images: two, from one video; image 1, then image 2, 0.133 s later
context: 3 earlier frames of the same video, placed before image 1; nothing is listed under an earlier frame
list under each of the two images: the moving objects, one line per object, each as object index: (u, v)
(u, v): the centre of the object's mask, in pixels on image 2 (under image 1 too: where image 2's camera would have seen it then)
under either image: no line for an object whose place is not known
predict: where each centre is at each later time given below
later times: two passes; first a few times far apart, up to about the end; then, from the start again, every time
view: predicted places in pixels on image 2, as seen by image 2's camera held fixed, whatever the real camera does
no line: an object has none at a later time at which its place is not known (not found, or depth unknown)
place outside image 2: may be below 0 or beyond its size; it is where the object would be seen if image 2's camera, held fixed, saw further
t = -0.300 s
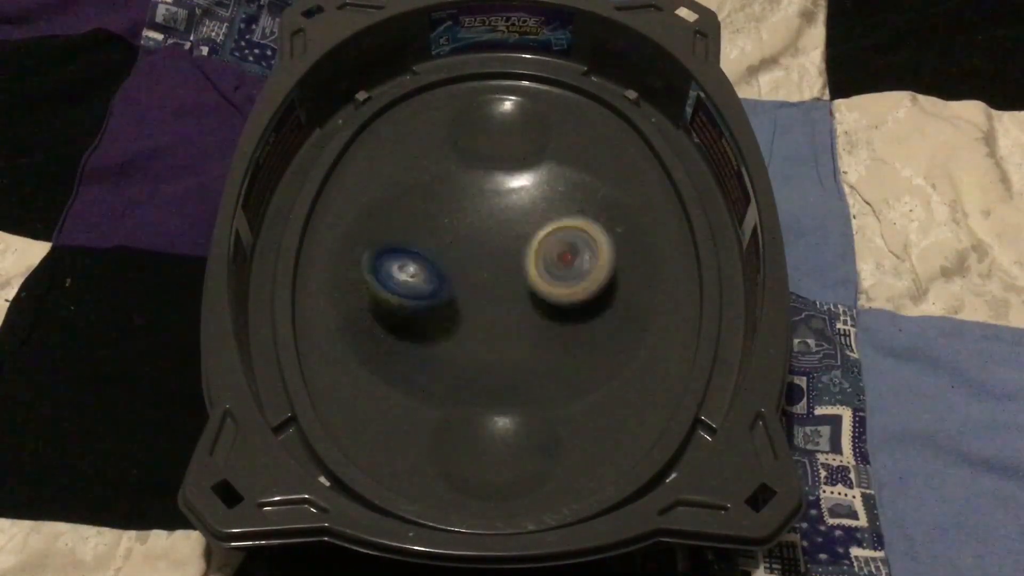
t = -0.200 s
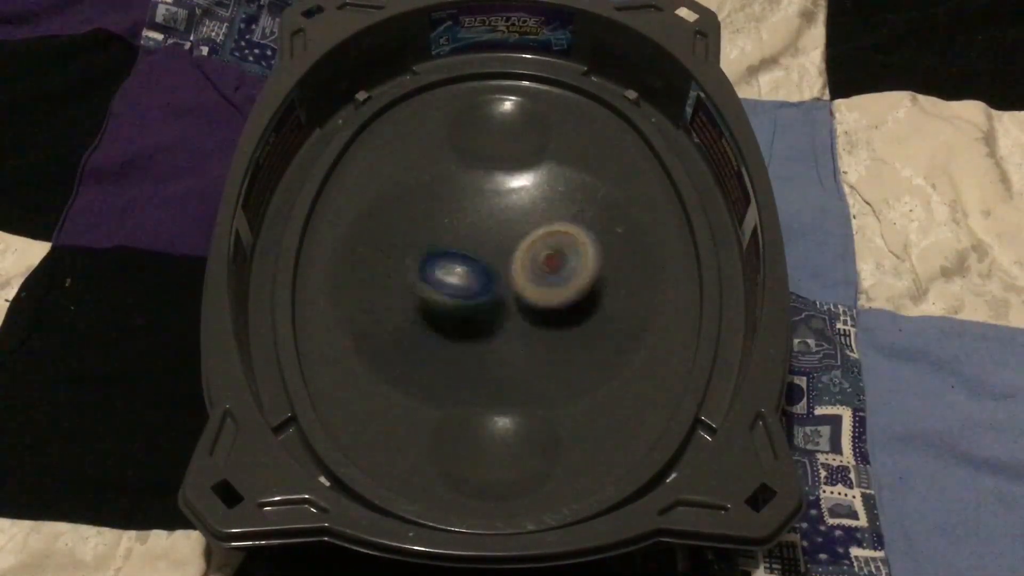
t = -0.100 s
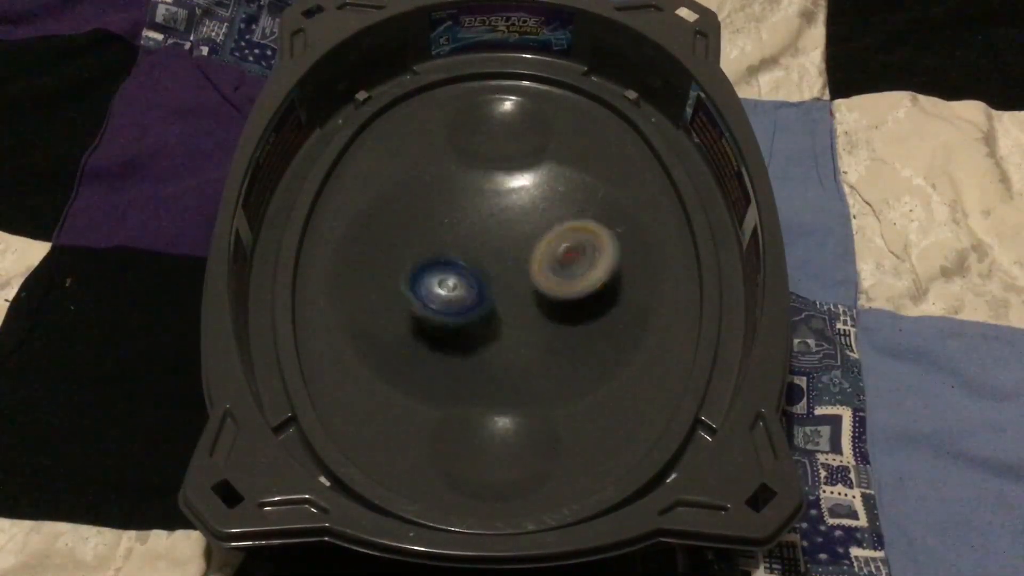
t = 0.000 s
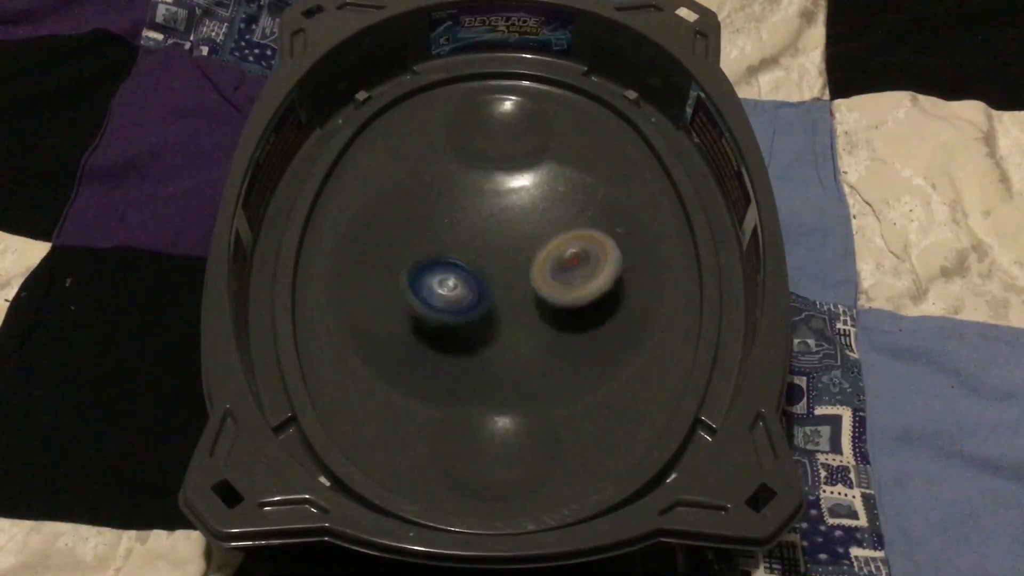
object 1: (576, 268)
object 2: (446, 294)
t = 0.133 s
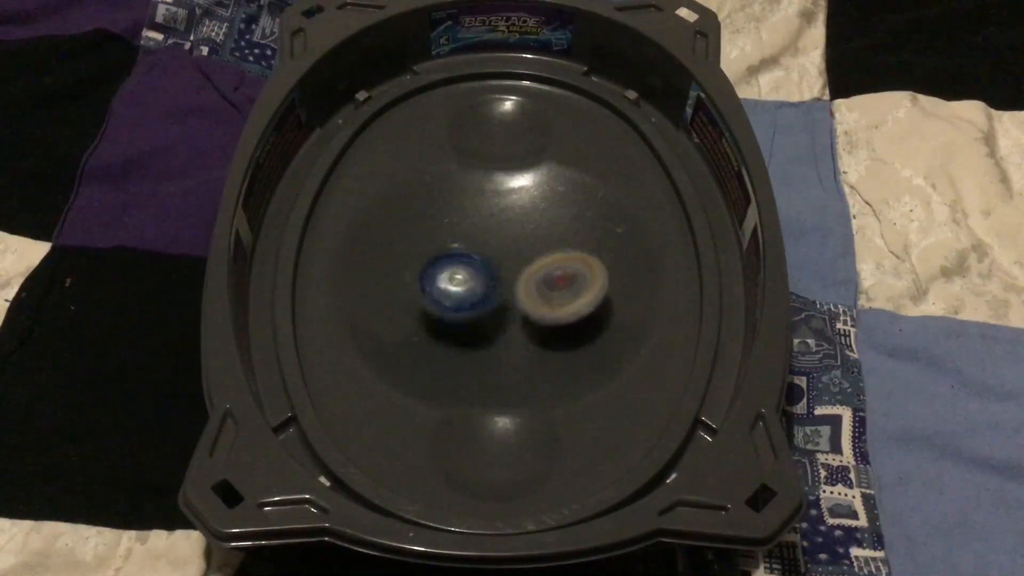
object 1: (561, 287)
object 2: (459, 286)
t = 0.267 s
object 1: (552, 299)
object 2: (432, 268)
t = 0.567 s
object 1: (465, 311)
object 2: (481, 225)
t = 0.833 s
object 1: (453, 292)
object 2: (549, 238)
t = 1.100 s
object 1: (445, 219)
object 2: (522, 291)
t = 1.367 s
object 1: (444, 203)
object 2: (466, 296)
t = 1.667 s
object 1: (509, 233)
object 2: (476, 301)
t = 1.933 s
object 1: (583, 219)
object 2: (481, 302)
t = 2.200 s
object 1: (546, 235)
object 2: (459, 288)
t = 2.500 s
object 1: (512, 289)
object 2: (401, 258)
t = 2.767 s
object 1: (504, 297)
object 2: (466, 226)
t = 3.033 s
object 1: (486, 278)
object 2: (550, 210)
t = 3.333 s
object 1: (460, 250)
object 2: (553, 257)
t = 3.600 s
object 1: (443, 245)
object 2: (525, 297)
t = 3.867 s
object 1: (473, 231)
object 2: (517, 320)
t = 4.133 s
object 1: (524, 213)
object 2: (498, 296)
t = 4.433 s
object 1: (527, 221)
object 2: (458, 275)
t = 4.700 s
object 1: (524, 266)
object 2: (430, 265)
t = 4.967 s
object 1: (535, 284)
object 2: (447, 258)
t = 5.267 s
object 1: (513, 273)
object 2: (442, 221)
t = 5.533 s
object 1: (486, 276)
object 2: (456, 199)
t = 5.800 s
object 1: (481, 287)
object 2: (508, 218)
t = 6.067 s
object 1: (480, 285)
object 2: (555, 228)
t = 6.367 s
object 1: (457, 256)
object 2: (566, 238)
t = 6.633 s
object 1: (447, 241)
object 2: (539, 258)
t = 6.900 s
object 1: (469, 237)
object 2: (541, 282)
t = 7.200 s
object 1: (493, 248)
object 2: (543, 328)
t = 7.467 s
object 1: (489, 239)
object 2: (495, 309)
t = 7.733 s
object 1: (494, 233)
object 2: (448, 287)
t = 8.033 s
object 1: (504, 236)
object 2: (440, 279)
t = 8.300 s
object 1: (534, 255)
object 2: (481, 291)
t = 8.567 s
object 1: (526, 247)
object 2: (477, 303)
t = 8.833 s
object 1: (524, 243)
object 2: (449, 278)
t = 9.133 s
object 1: (516, 269)
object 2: (444, 277)
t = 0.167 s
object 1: (563, 291)
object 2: (448, 283)
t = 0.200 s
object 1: (561, 295)
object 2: (441, 278)
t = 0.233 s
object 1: (557, 298)
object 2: (436, 273)
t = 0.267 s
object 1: (552, 299)
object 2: (432, 268)
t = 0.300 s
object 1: (545, 301)
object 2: (431, 263)
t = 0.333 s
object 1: (537, 302)
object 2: (431, 257)
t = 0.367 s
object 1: (528, 302)
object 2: (434, 252)
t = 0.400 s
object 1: (517, 303)
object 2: (439, 248)
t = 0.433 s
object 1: (506, 303)
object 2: (447, 243)
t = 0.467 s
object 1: (495, 304)
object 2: (454, 239)
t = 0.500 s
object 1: (484, 306)
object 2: (461, 234)
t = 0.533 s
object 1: (474, 309)
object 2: (471, 228)
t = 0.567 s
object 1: (465, 311)
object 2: (481, 225)
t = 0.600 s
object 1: (459, 311)
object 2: (491, 220)
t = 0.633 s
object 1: (454, 313)
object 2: (500, 218)
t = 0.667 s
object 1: (451, 312)
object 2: (510, 219)
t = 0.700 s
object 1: (450, 310)
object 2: (521, 220)
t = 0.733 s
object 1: (450, 307)
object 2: (530, 223)
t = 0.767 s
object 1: (450, 303)
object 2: (538, 228)
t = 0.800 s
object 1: (451, 298)
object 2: (544, 231)
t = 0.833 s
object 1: (453, 292)
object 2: (549, 238)
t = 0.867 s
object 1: (454, 284)
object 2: (552, 245)
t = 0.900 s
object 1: (456, 275)
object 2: (553, 254)
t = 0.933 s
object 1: (456, 266)
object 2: (552, 261)
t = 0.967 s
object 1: (456, 257)
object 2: (548, 270)
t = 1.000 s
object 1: (455, 247)
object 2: (543, 276)
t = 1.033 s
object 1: (453, 237)
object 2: (537, 282)
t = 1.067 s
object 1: (450, 227)
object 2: (529, 286)
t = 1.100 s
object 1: (445, 219)
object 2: (522, 291)
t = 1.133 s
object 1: (441, 212)
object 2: (512, 294)
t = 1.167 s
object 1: (438, 208)
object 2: (501, 296)
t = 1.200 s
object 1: (436, 205)
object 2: (489, 295)
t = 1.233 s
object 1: (436, 205)
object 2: (479, 292)
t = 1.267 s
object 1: (436, 207)
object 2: (471, 288)
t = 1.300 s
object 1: (439, 210)
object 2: (464, 286)
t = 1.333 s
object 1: (441, 206)
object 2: (464, 289)
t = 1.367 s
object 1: (444, 203)
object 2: (466, 296)
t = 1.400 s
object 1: (449, 202)
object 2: (466, 300)
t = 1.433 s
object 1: (454, 204)
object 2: (465, 304)
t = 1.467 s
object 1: (460, 205)
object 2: (465, 307)
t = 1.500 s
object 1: (466, 208)
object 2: (465, 308)
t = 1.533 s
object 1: (473, 212)
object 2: (465, 308)
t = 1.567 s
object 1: (481, 217)
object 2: (465, 307)
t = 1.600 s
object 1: (490, 222)
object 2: (469, 307)
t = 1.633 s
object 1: (499, 228)
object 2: (472, 303)
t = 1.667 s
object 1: (509, 233)
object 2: (476, 301)
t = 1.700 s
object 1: (521, 232)
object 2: (476, 304)
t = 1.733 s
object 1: (535, 230)
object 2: (475, 307)
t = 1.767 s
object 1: (547, 229)
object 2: (475, 309)
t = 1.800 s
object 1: (558, 227)
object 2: (474, 310)
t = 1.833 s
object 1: (568, 224)
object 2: (475, 309)
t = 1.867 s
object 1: (575, 221)
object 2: (476, 308)
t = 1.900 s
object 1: (581, 219)
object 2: (479, 305)
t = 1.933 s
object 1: (583, 219)
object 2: (481, 302)
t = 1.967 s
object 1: (582, 219)
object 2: (485, 297)
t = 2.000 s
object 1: (579, 220)
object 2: (489, 293)
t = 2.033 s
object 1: (571, 223)
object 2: (494, 288)
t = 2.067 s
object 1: (564, 228)
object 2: (496, 286)
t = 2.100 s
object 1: (564, 227)
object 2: (485, 290)
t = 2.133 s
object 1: (563, 228)
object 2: (474, 290)
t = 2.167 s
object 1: (556, 230)
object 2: (466, 290)
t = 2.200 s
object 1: (546, 235)
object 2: (459, 288)
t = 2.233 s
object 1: (535, 242)
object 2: (456, 284)
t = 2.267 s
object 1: (529, 249)
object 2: (449, 286)
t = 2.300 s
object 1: (527, 255)
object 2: (436, 285)
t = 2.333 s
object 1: (523, 261)
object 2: (422, 281)
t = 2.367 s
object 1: (521, 268)
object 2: (412, 276)
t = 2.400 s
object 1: (519, 275)
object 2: (407, 271)
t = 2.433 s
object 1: (517, 280)
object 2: (402, 267)
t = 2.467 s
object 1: (515, 284)
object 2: (401, 263)
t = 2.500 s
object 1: (512, 289)
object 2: (401, 258)
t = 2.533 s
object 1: (511, 292)
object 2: (406, 252)
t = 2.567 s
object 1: (509, 293)
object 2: (412, 251)
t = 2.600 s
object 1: (506, 293)
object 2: (419, 249)
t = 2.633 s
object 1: (505, 294)
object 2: (428, 247)
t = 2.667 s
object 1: (504, 295)
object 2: (436, 245)
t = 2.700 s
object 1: (505, 297)
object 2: (443, 238)
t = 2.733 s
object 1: (504, 297)
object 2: (456, 232)
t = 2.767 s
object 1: (504, 297)
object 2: (466, 226)
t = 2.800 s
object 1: (504, 296)
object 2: (476, 221)
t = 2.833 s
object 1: (504, 293)
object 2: (488, 219)
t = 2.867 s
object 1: (501, 290)
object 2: (500, 218)
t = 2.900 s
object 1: (499, 288)
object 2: (509, 215)
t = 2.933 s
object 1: (497, 286)
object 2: (520, 213)
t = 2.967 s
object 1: (493, 283)
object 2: (530, 211)
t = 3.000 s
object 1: (489, 281)
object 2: (541, 209)
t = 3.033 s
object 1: (486, 278)
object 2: (550, 210)
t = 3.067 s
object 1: (481, 273)
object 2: (556, 211)
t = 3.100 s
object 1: (477, 271)
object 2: (561, 214)
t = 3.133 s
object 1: (475, 266)
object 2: (566, 218)
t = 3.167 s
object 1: (471, 262)
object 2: (568, 222)
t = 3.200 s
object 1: (466, 260)
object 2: (569, 228)
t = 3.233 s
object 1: (465, 257)
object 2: (568, 236)
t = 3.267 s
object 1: (463, 253)
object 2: (562, 243)
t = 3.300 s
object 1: (461, 251)
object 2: (557, 251)
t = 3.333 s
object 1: (460, 250)
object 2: (553, 257)
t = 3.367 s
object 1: (454, 244)
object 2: (552, 263)
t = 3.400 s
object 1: (446, 242)
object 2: (554, 272)
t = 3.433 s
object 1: (442, 242)
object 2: (554, 275)
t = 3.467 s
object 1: (440, 241)
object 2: (549, 282)
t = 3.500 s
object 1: (437, 240)
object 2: (546, 286)
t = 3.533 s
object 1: (437, 243)
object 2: (541, 290)
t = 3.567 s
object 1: (440, 244)
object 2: (535, 294)
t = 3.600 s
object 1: (443, 245)
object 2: (525, 297)
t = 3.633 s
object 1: (446, 249)
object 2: (516, 298)
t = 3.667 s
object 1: (451, 246)
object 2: (515, 301)
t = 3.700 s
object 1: (452, 241)
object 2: (517, 307)
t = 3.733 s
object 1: (454, 239)
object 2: (517, 312)
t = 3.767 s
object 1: (459, 236)
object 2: (519, 315)
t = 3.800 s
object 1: (461, 234)
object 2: (518, 318)
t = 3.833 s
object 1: (468, 234)
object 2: (518, 320)
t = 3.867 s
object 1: (473, 231)
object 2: (517, 320)
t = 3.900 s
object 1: (478, 230)
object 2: (515, 319)
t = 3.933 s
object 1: (486, 229)
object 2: (514, 318)
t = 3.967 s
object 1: (494, 227)
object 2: (512, 313)
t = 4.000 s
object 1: (500, 228)
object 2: (508, 308)
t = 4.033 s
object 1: (507, 227)
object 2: (506, 304)
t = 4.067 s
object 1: (512, 222)
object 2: (504, 299)
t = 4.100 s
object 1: (519, 219)
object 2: (501, 298)
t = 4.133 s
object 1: (524, 213)
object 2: (498, 296)
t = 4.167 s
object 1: (526, 211)
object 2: (493, 293)
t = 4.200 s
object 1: (529, 210)
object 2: (487, 291)
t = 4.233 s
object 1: (528, 208)
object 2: (485, 287)
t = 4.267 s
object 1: (528, 212)
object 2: (481, 283)
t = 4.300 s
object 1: (528, 213)
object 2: (478, 278)
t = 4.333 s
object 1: (527, 215)
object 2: (476, 278)
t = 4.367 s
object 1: (530, 219)
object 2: (469, 278)
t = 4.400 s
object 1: (529, 217)
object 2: (464, 277)
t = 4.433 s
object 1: (527, 221)
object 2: (458, 275)
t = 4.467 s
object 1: (527, 225)
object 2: (453, 272)
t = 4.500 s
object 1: (523, 228)
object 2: (449, 270)
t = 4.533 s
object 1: (525, 235)
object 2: (444, 271)
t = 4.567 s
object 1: (526, 240)
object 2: (439, 270)
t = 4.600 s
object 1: (524, 247)
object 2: (433, 269)
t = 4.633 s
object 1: (526, 252)
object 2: (431, 267)
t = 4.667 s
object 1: (523, 259)
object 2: (430, 266)
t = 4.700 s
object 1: (524, 266)
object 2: (430, 265)
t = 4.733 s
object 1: (528, 272)
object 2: (428, 266)
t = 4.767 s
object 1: (531, 278)
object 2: (428, 265)
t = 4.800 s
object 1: (536, 280)
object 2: (427, 263)
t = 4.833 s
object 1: (537, 283)
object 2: (427, 264)
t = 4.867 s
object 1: (540, 284)
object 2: (432, 262)
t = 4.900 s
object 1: (538, 283)
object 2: (436, 261)
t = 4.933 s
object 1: (538, 286)
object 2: (441, 260)
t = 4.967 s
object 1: (535, 284)
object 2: (447, 258)
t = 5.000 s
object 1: (535, 286)
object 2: (447, 256)
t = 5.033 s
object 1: (539, 285)
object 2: (448, 253)
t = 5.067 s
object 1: (538, 285)
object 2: (444, 245)
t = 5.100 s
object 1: (537, 284)
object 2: (442, 240)
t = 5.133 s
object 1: (534, 281)
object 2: (441, 237)
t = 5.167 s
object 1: (531, 280)
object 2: (442, 231)
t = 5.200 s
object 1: (523, 275)
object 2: (443, 228)
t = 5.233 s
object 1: (519, 274)
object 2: (445, 225)
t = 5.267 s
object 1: (513, 273)
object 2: (442, 221)
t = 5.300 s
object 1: (507, 275)
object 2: (441, 216)
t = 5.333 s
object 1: (506, 274)
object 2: (443, 210)
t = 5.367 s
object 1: (502, 277)
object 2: (442, 203)
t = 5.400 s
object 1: (499, 274)
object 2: (443, 202)
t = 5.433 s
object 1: (496, 276)
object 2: (446, 199)
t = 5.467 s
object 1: (493, 273)
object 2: (450, 200)
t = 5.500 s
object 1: (489, 274)
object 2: (453, 200)
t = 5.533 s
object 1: (486, 276)
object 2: (456, 199)
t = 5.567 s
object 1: (483, 278)
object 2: (459, 199)
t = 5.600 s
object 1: (483, 280)
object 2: (464, 199)
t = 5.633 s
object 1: (482, 283)
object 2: (473, 199)
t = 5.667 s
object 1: (482, 283)
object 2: (477, 202)
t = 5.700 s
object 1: (481, 286)
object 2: (485, 205)
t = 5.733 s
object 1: (482, 285)
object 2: (493, 211)
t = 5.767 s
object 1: (481, 287)
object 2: (500, 215)
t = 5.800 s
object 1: (481, 287)
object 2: (508, 218)
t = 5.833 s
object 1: (480, 291)
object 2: (517, 219)
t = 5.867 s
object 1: (477, 290)
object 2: (525, 217)
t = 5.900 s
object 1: (480, 292)
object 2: (534, 218)
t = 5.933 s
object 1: (477, 292)
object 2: (540, 219)
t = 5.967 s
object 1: (478, 291)
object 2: (546, 220)
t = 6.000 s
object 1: (478, 289)
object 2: (549, 222)
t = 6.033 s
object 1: (480, 288)
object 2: (554, 225)
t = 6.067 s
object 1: (480, 285)
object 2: (555, 228)
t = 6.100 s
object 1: (483, 280)
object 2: (556, 231)
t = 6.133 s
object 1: (483, 279)
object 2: (557, 232)
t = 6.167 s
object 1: (477, 275)
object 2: (559, 231)
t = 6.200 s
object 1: (478, 273)
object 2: (560, 233)
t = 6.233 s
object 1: (474, 269)
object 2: (561, 235)
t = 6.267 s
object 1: (473, 265)
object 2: (563, 237)
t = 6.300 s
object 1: (470, 263)
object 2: (563, 238)
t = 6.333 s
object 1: (462, 258)
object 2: (563, 238)
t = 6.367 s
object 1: (457, 256)
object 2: (566, 238)
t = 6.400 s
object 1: (456, 255)
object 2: (562, 238)
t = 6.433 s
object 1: (455, 256)
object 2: (559, 242)
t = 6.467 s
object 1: (450, 255)
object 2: (559, 247)
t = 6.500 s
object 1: (447, 250)
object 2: (558, 247)
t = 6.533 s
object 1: (448, 247)
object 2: (547, 251)
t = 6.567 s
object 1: (448, 248)
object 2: (542, 254)
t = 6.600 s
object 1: (445, 245)
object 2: (540, 255)
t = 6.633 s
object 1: (447, 241)
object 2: (539, 258)
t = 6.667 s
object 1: (446, 239)
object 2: (543, 261)
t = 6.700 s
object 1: (443, 235)
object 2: (546, 265)
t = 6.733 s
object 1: (445, 231)
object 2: (546, 269)
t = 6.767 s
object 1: (449, 233)
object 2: (548, 273)
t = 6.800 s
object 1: (450, 233)
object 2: (549, 275)
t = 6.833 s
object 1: (455, 232)
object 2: (545, 278)
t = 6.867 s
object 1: (461, 233)
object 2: (543, 281)
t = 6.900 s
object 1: (469, 237)
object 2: (541, 282)
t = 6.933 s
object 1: (473, 242)
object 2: (538, 284)
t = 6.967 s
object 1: (473, 245)
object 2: (540, 287)
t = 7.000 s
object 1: (469, 241)
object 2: (547, 295)
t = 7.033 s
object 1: (465, 235)
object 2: (548, 305)
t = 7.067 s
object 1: (469, 228)
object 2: (551, 313)
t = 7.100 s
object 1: (474, 226)
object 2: (553, 319)
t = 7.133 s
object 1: (483, 230)
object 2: (551, 324)
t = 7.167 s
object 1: (490, 236)
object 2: (550, 327)
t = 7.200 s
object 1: (493, 248)
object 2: (543, 328)
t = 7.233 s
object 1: (492, 255)
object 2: (535, 328)
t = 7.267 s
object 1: (488, 259)
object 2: (529, 328)
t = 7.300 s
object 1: (484, 261)
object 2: (523, 322)
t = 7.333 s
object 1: (485, 258)
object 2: (513, 317)
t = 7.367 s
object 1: (481, 256)
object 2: (509, 317)
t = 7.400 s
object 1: (483, 251)
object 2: (507, 317)
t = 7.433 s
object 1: (482, 244)
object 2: (503, 313)
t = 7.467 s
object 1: (489, 239)
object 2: (495, 309)
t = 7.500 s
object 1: (494, 239)
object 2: (484, 308)
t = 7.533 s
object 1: (497, 239)
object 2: (478, 307)
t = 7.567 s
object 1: (502, 242)
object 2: (474, 305)
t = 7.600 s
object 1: (505, 245)
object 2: (470, 305)
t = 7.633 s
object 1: (502, 245)
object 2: (469, 300)
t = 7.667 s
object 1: (498, 242)
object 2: (463, 296)
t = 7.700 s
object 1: (492, 238)
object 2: (456, 291)
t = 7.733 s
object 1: (494, 233)
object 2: (448, 287)
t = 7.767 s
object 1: (499, 232)
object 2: (443, 288)
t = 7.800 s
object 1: (507, 232)
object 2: (443, 289)
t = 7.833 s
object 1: (511, 239)
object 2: (443, 286)
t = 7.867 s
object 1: (513, 243)
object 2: (442, 285)
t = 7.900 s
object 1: (513, 243)
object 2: (437, 285)
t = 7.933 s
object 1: (510, 241)
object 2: (435, 284)
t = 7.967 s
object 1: (507, 239)
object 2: (433, 284)
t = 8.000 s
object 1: (505, 238)
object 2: (436, 284)
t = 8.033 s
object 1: (504, 236)
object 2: (440, 279)
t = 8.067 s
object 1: (504, 235)
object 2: (445, 278)
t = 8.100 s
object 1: (506, 234)
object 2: (454, 275)
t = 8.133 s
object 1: (512, 233)
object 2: (465, 272)
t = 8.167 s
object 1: (516, 237)
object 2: (468, 275)
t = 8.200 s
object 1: (522, 241)
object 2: (472, 278)
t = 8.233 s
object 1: (525, 247)
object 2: (476, 280)
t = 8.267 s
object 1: (531, 252)
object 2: (478, 283)
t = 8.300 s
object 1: (534, 255)
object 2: (481, 291)
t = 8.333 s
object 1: (535, 258)
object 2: (481, 297)
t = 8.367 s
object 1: (534, 259)
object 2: (481, 303)
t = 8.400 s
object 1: (533, 261)
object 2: (479, 309)
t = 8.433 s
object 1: (531, 261)
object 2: (478, 313)
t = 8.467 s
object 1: (530, 258)
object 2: (478, 316)
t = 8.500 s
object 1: (528, 256)
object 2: (474, 309)
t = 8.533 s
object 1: (526, 253)
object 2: (474, 308)
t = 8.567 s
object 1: (526, 247)
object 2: (477, 303)
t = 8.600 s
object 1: (525, 244)
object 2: (477, 300)
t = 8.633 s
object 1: (527, 242)
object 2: (477, 294)
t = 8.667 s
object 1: (528, 240)
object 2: (473, 290)
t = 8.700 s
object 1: (526, 240)
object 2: (467, 287)
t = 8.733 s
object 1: (525, 241)
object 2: (462, 283)
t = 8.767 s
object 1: (525, 243)
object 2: (457, 280)
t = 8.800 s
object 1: (525, 243)
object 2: (453, 278)
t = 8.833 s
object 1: (524, 243)
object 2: (449, 278)
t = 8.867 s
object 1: (523, 244)
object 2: (446, 278)
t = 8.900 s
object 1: (522, 246)
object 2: (446, 279)
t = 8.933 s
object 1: (521, 247)
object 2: (446, 277)
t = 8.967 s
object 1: (519, 250)
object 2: (444, 277)
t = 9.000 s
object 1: (517, 253)
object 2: (442, 277)
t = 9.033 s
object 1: (515, 256)
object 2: (442, 276)
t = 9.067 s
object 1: (515, 260)
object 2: (442, 276)
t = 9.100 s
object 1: (515, 265)
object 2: (443, 277)
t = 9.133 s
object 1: (516, 269)
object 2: (444, 277)
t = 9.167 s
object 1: (516, 273)
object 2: (444, 277)
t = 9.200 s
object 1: (516, 276)
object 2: (444, 278)
